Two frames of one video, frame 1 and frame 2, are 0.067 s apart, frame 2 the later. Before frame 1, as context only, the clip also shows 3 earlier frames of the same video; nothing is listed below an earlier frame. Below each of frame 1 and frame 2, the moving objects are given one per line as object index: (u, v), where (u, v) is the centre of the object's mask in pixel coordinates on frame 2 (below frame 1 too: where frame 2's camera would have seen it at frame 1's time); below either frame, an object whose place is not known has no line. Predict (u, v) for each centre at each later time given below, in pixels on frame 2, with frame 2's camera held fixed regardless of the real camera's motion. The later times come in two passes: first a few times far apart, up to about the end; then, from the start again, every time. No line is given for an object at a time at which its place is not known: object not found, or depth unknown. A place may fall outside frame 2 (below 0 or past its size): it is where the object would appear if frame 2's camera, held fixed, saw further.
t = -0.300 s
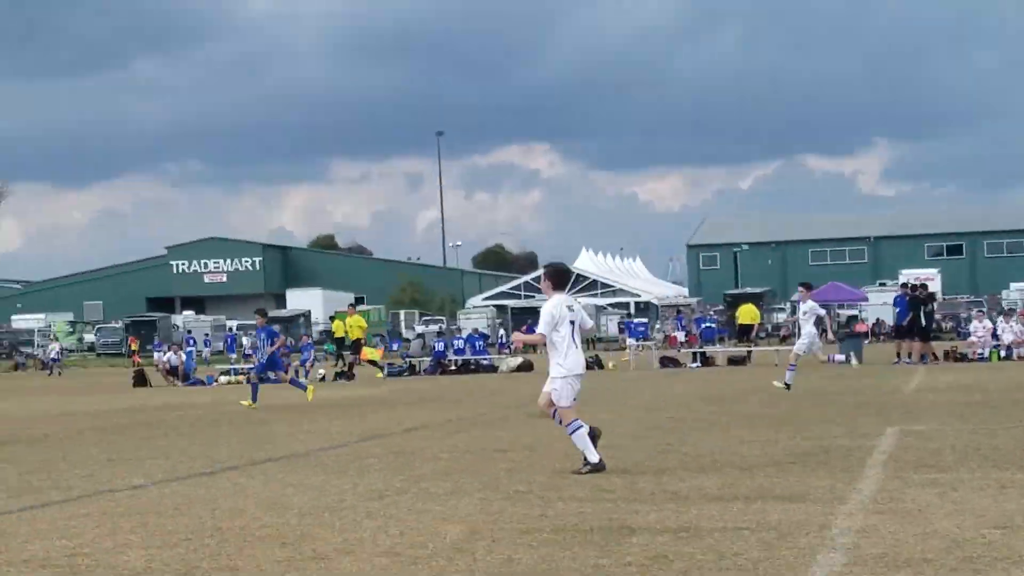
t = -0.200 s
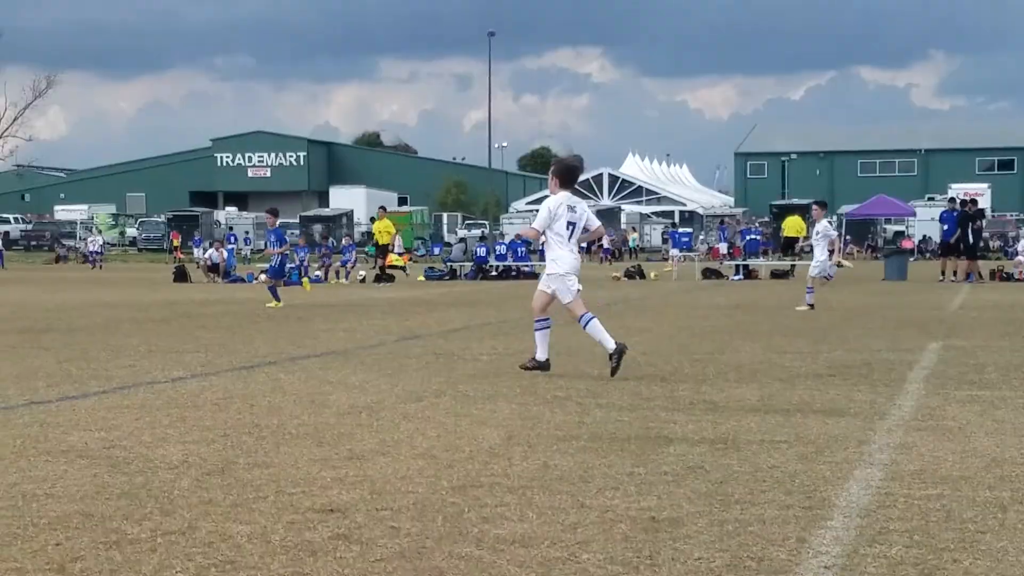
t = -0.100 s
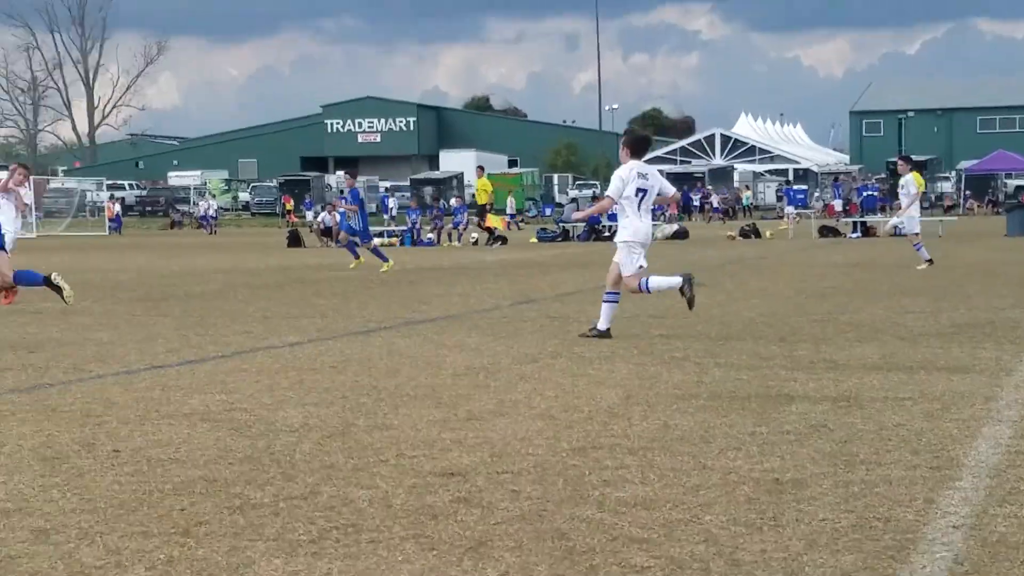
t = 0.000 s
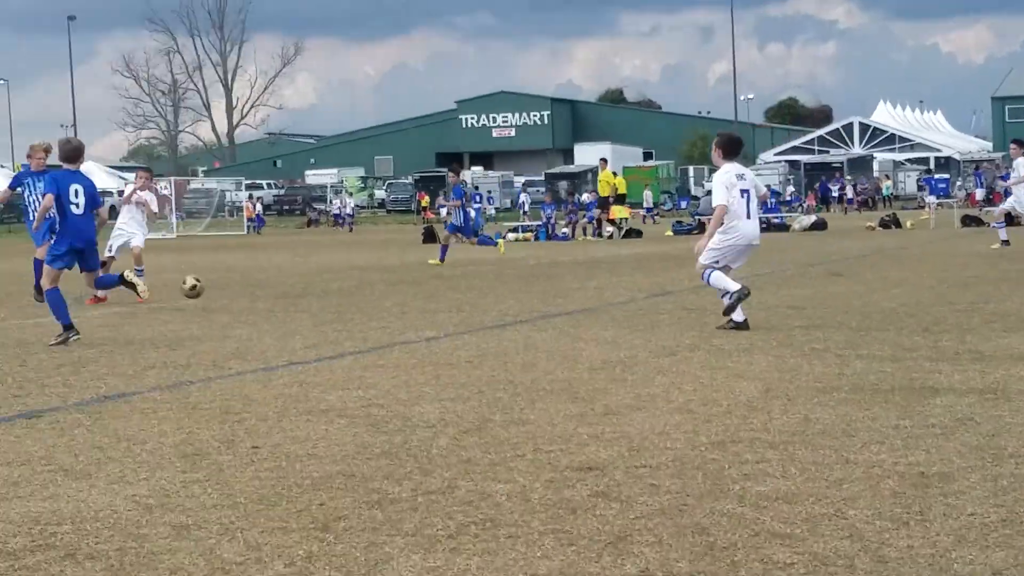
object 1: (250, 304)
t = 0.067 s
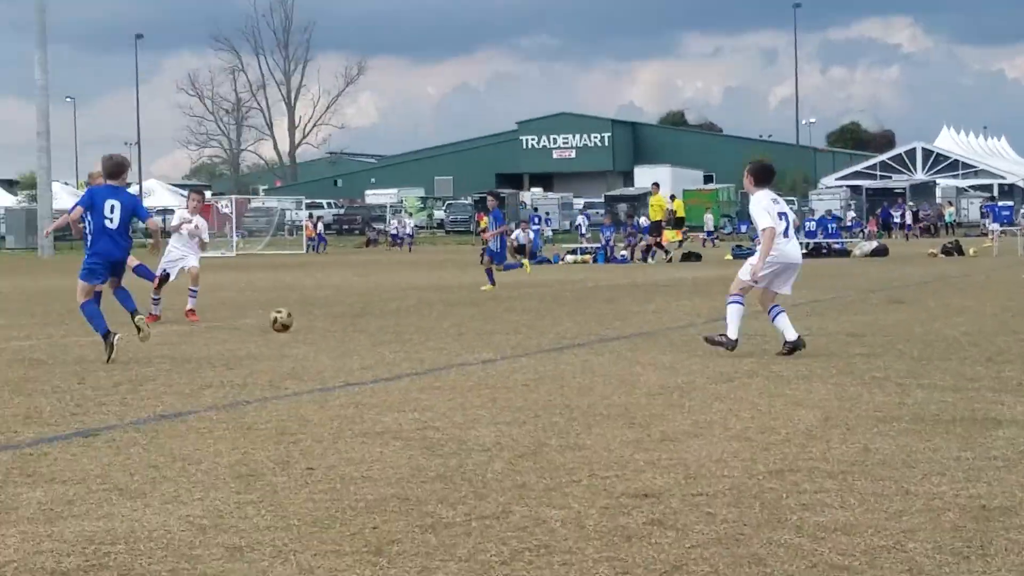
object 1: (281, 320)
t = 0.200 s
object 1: (335, 309)
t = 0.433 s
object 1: (440, 328)
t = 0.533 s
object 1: (488, 320)
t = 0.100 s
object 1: (294, 318)
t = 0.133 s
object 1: (308, 315)
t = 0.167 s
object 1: (322, 311)
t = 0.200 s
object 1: (335, 309)
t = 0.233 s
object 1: (350, 307)
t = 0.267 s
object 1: (365, 309)
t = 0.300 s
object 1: (378, 311)
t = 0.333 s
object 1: (393, 316)
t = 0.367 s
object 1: (409, 321)
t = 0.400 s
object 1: (424, 328)
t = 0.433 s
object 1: (440, 328)
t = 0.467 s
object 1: (456, 324)
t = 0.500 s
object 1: (472, 321)
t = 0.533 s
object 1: (488, 320)
